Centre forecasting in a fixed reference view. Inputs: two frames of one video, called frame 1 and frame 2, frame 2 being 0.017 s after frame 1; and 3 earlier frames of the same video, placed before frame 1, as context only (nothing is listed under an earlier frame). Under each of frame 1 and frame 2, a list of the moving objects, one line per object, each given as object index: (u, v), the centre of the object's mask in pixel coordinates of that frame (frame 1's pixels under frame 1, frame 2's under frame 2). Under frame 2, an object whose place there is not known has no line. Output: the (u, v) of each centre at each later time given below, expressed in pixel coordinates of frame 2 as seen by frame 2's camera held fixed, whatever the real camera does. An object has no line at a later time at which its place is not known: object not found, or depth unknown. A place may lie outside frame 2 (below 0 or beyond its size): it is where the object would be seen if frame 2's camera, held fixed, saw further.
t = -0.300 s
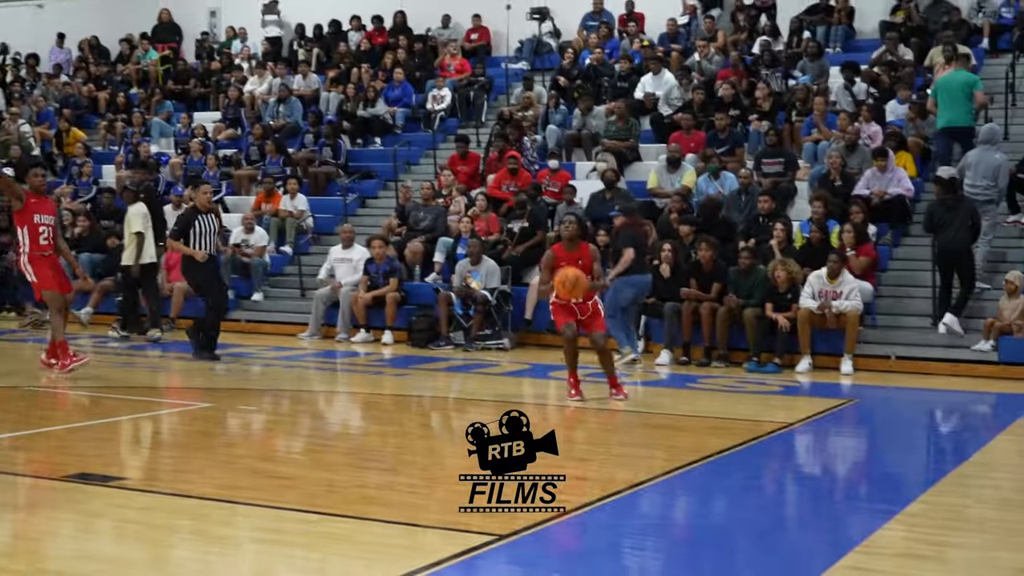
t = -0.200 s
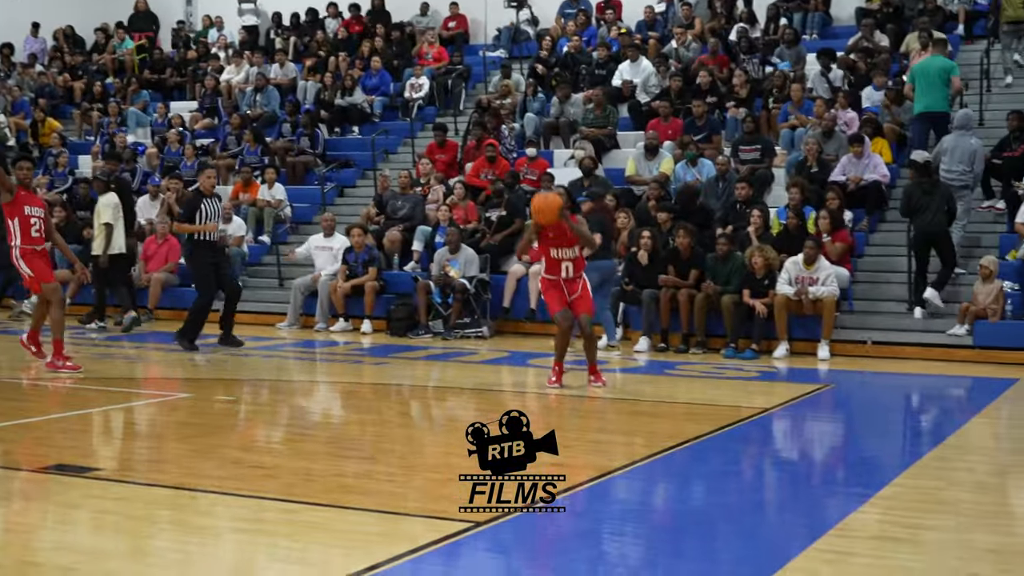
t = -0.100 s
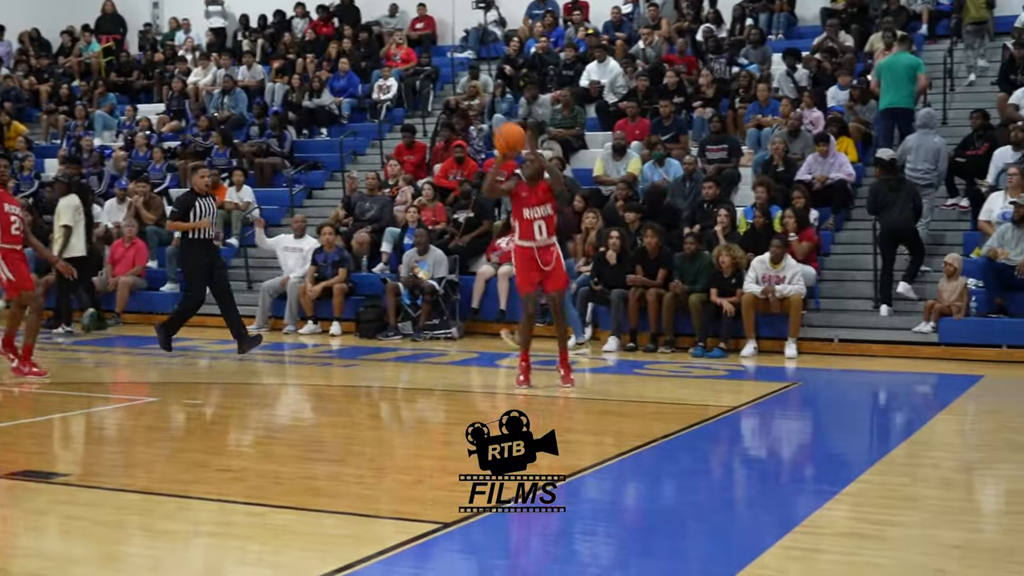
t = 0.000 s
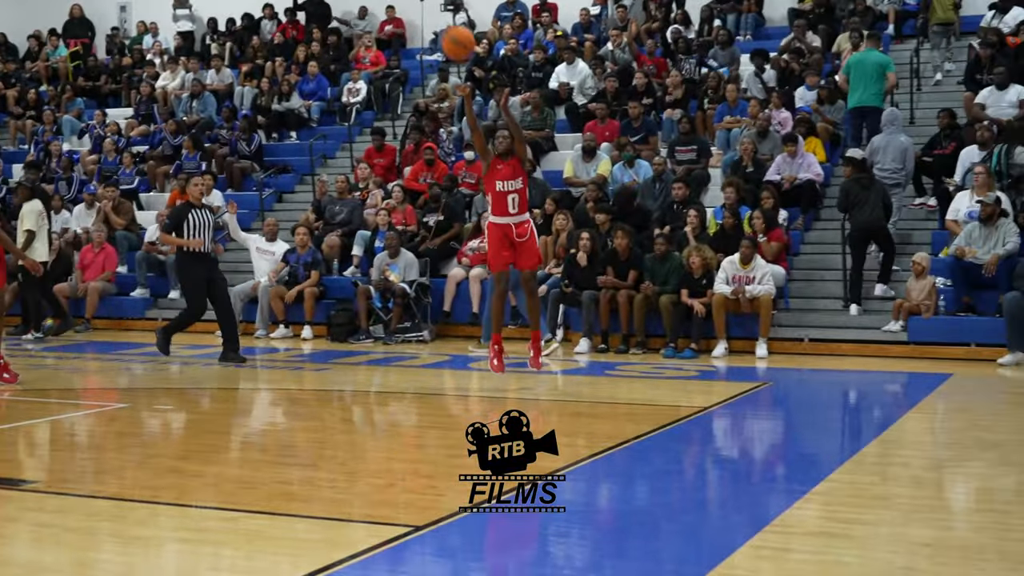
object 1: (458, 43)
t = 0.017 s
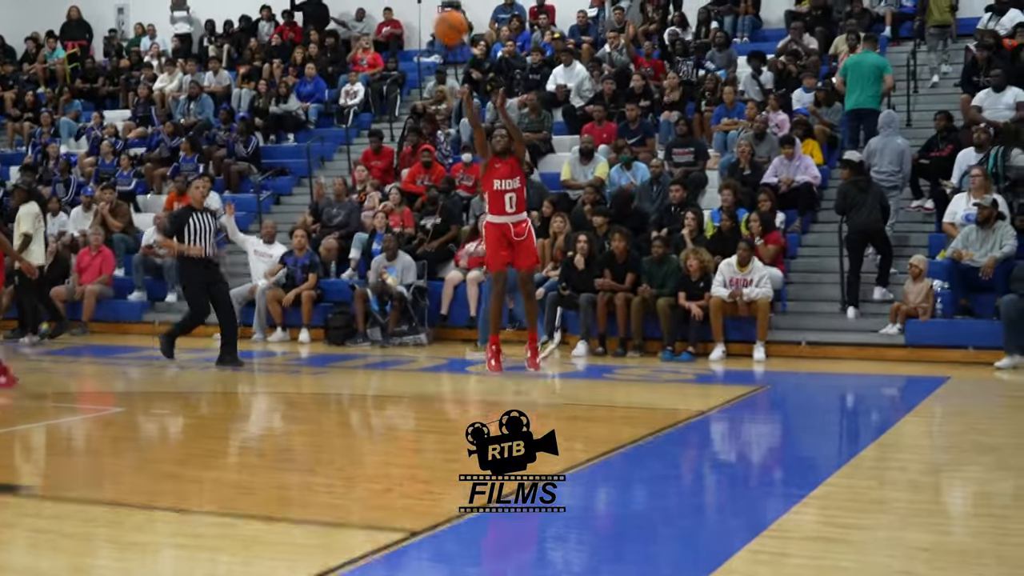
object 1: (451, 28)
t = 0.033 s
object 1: (445, 8)
